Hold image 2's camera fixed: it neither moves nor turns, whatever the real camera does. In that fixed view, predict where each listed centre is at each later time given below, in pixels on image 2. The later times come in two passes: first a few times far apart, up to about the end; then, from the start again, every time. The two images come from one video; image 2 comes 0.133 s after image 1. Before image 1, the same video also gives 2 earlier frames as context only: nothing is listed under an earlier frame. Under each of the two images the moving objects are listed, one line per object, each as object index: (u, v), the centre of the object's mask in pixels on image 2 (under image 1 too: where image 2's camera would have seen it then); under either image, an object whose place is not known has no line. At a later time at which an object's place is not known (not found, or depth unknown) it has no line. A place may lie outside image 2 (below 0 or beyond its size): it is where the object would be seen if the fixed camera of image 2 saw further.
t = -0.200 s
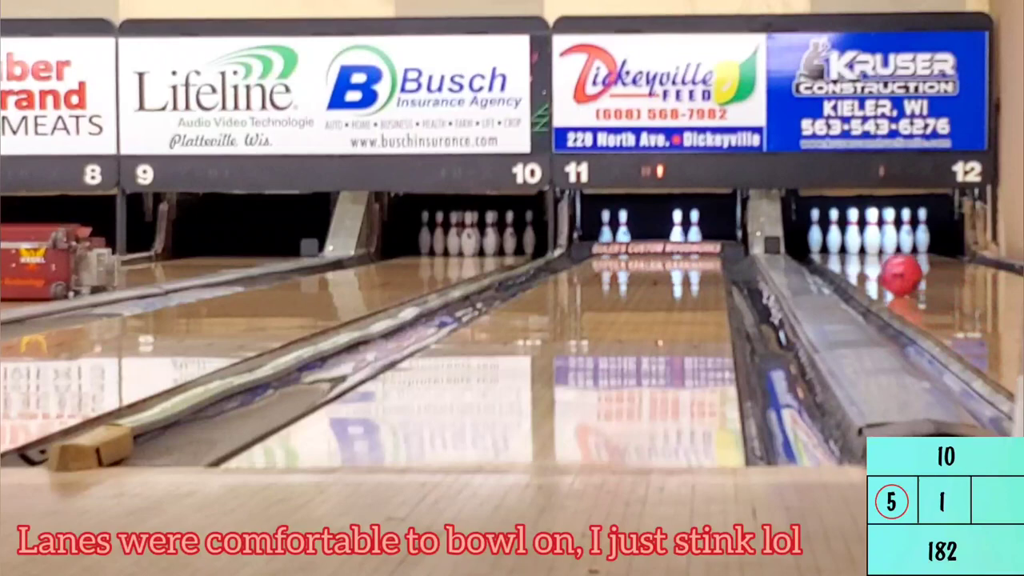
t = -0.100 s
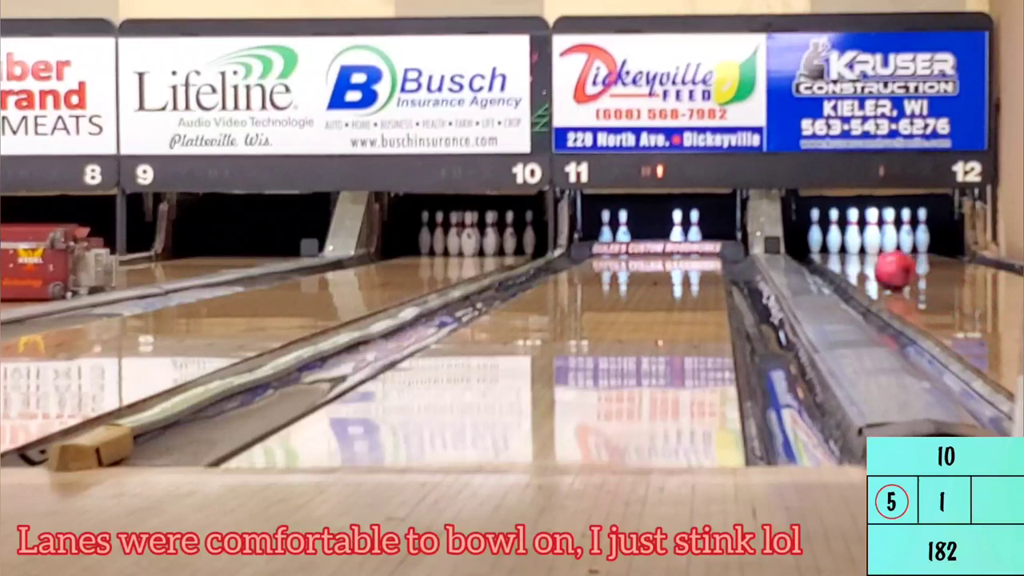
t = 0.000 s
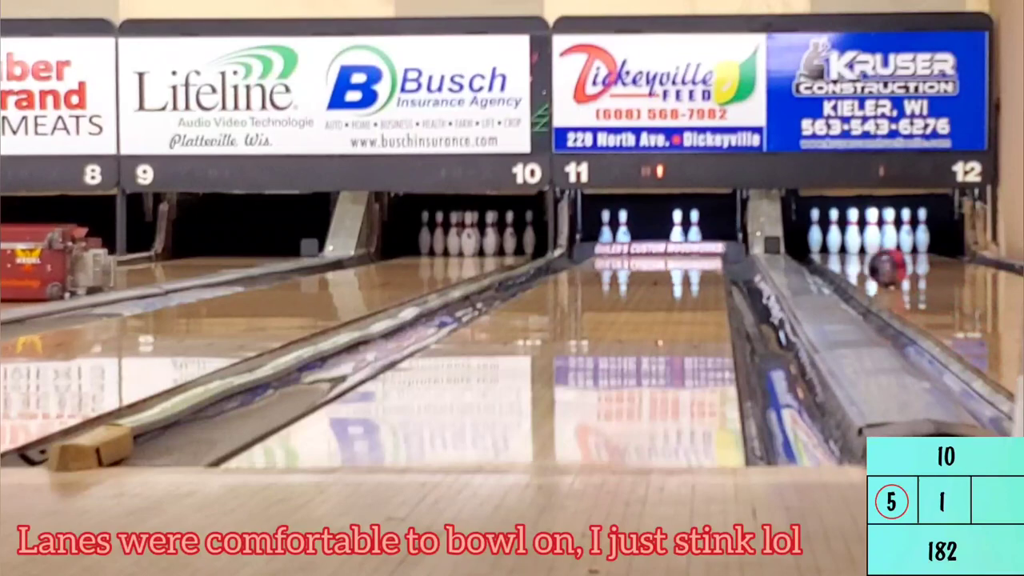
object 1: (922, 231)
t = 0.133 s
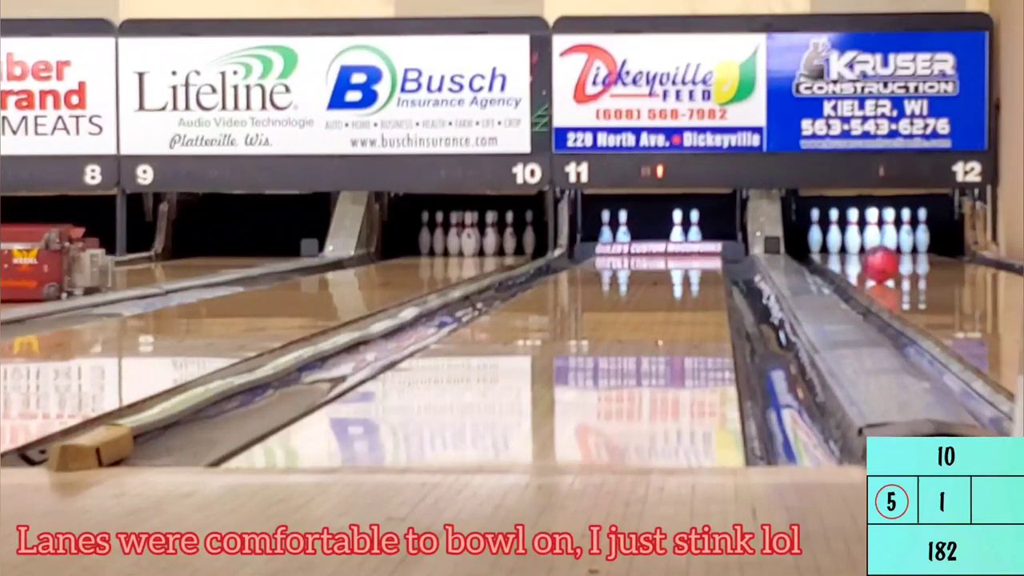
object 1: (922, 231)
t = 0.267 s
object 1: (922, 231)
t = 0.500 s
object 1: (922, 231)
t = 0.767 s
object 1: (922, 231)
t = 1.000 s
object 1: (922, 231)
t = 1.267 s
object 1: (922, 231)
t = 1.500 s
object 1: (922, 231)
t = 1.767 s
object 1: (923, 231)
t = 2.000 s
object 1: (914, 233)
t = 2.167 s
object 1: (900, 243)
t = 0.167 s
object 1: (922, 231)
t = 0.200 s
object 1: (922, 231)
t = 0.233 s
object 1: (922, 231)
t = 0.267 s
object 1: (922, 231)
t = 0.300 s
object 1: (922, 231)
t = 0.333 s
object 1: (922, 231)
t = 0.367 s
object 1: (922, 231)
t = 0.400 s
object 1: (922, 231)
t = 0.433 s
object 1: (922, 231)
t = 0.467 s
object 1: (922, 231)
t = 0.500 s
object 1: (922, 231)
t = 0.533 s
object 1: (922, 231)
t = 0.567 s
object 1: (922, 231)
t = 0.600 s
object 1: (922, 231)
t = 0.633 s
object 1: (922, 231)
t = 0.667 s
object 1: (922, 231)
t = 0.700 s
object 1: (922, 231)
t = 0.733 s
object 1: (922, 231)
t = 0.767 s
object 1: (922, 231)
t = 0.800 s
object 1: (922, 231)
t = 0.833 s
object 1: (922, 231)
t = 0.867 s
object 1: (922, 231)
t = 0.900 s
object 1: (922, 231)
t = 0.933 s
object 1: (922, 231)
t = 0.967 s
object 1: (922, 231)
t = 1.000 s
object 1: (922, 231)
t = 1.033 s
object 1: (922, 231)
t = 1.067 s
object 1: (922, 231)
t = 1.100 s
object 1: (922, 231)
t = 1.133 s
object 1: (922, 231)
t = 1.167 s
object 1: (922, 231)
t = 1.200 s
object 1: (922, 231)
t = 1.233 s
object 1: (922, 231)
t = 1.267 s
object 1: (922, 231)
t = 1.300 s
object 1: (922, 231)
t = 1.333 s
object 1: (922, 231)
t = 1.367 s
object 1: (922, 231)
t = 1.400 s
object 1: (922, 231)
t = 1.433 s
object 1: (922, 231)
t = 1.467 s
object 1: (922, 231)
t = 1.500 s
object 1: (922, 231)
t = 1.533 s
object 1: (922, 231)
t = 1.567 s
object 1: (922, 231)
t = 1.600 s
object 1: (922, 231)
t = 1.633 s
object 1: (923, 231)
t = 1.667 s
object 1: (920, 232)
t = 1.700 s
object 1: (926, 229)
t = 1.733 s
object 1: (923, 226)
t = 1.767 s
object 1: (923, 231)
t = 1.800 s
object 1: (922, 230)
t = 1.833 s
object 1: (922, 229)
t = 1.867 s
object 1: (921, 231)
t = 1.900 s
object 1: (922, 231)
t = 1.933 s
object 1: (920, 231)
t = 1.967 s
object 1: (917, 232)
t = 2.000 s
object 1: (914, 233)
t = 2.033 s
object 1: (910, 235)
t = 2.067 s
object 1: (907, 238)
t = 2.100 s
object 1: (902, 241)
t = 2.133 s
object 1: (902, 245)
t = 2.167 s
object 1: (900, 243)
